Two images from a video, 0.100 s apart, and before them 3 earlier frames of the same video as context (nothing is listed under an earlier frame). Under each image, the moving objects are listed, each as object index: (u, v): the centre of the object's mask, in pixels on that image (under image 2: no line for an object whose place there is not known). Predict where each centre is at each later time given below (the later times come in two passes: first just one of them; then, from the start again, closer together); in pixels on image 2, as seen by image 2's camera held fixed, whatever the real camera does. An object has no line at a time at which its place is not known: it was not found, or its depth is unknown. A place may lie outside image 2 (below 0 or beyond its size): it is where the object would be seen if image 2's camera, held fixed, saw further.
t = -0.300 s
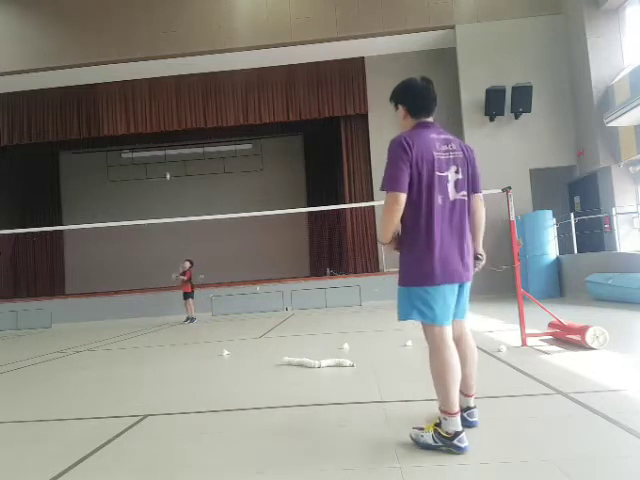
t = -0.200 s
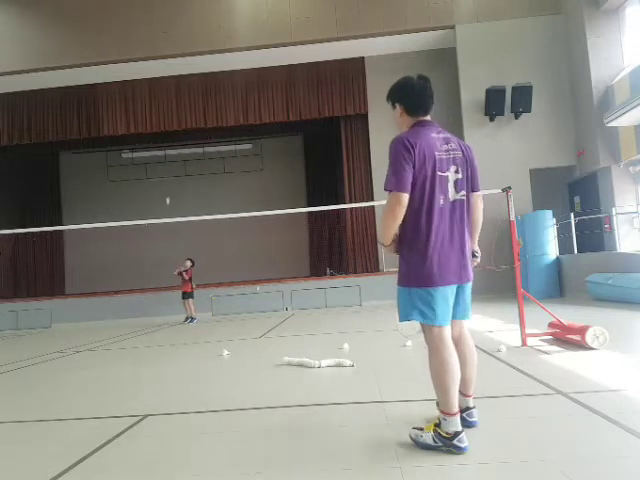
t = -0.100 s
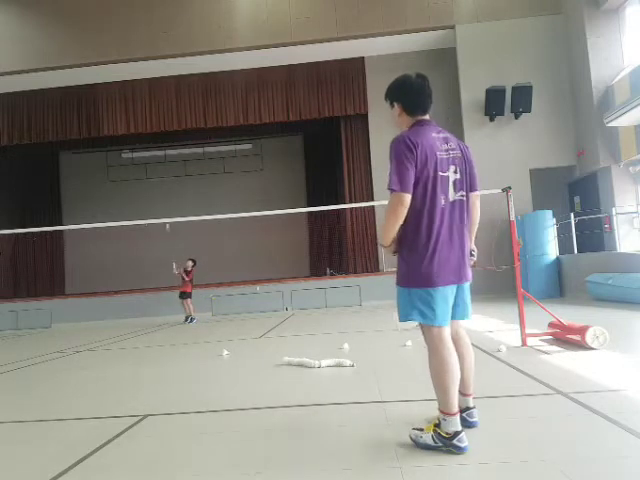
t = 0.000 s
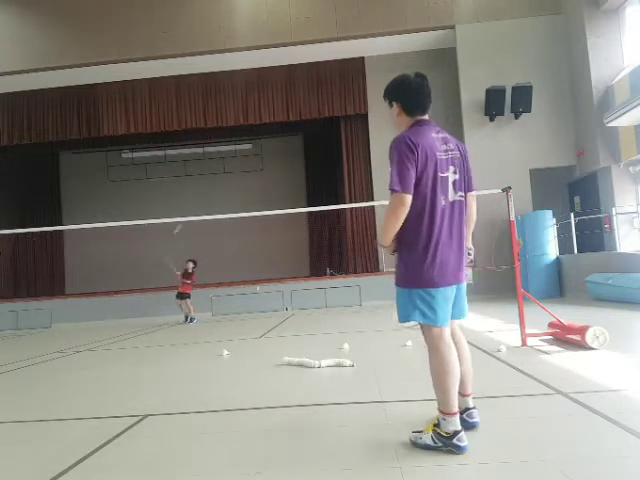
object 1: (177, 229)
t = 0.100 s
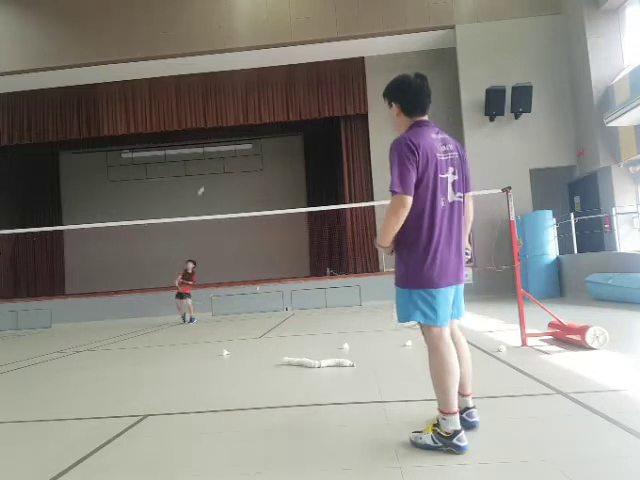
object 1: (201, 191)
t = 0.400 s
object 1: (267, 117)
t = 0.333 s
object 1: (251, 129)
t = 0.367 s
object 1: (260, 123)
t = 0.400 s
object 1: (267, 117)
